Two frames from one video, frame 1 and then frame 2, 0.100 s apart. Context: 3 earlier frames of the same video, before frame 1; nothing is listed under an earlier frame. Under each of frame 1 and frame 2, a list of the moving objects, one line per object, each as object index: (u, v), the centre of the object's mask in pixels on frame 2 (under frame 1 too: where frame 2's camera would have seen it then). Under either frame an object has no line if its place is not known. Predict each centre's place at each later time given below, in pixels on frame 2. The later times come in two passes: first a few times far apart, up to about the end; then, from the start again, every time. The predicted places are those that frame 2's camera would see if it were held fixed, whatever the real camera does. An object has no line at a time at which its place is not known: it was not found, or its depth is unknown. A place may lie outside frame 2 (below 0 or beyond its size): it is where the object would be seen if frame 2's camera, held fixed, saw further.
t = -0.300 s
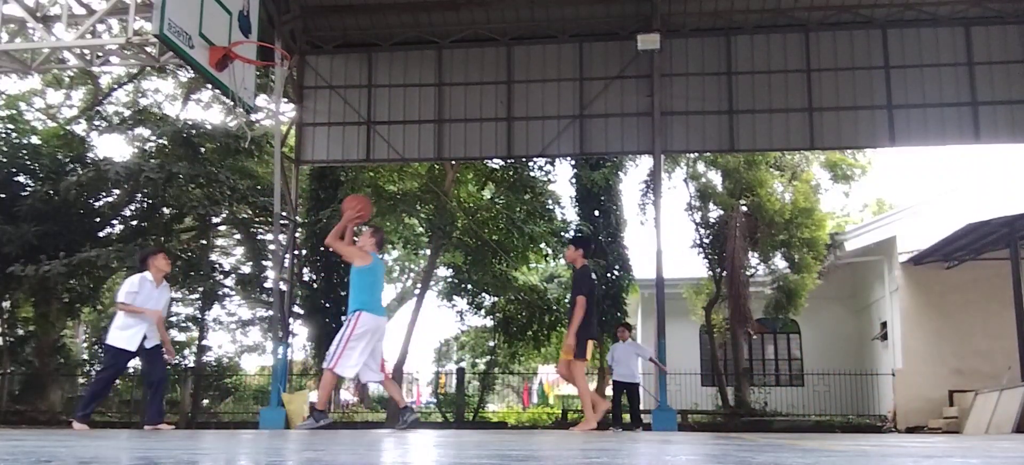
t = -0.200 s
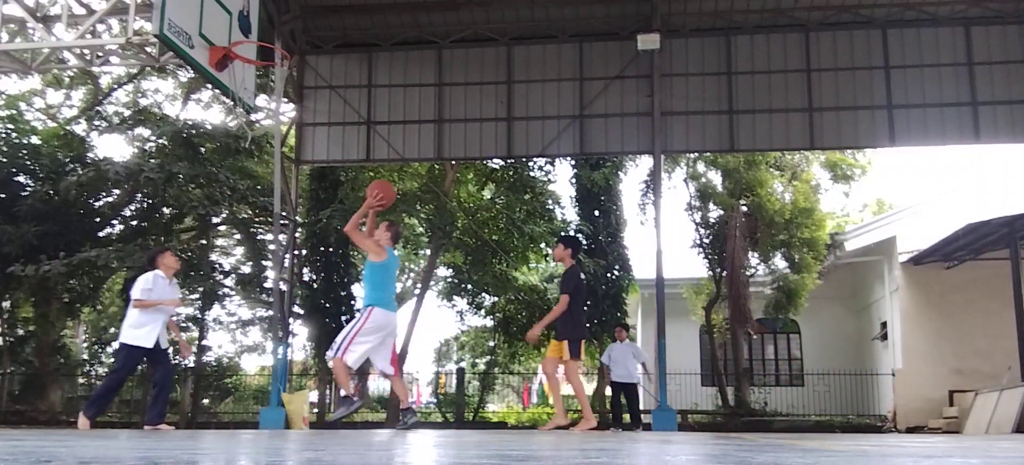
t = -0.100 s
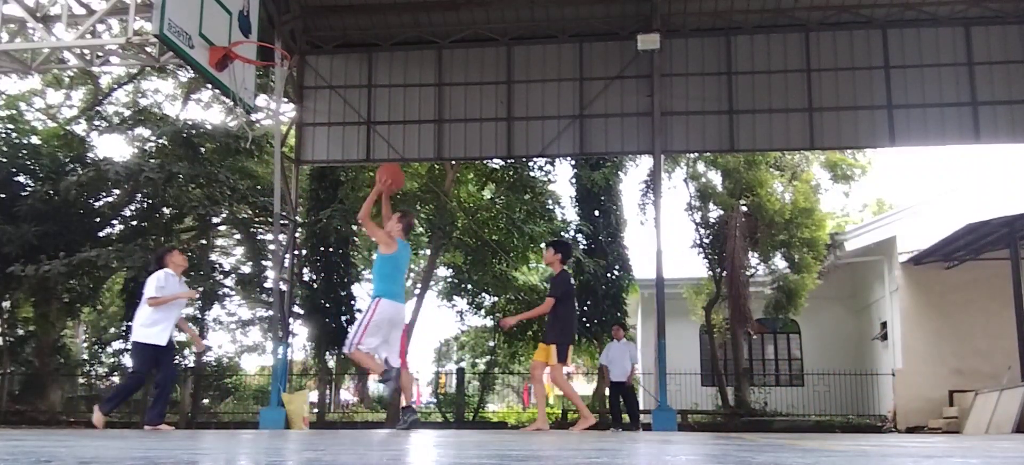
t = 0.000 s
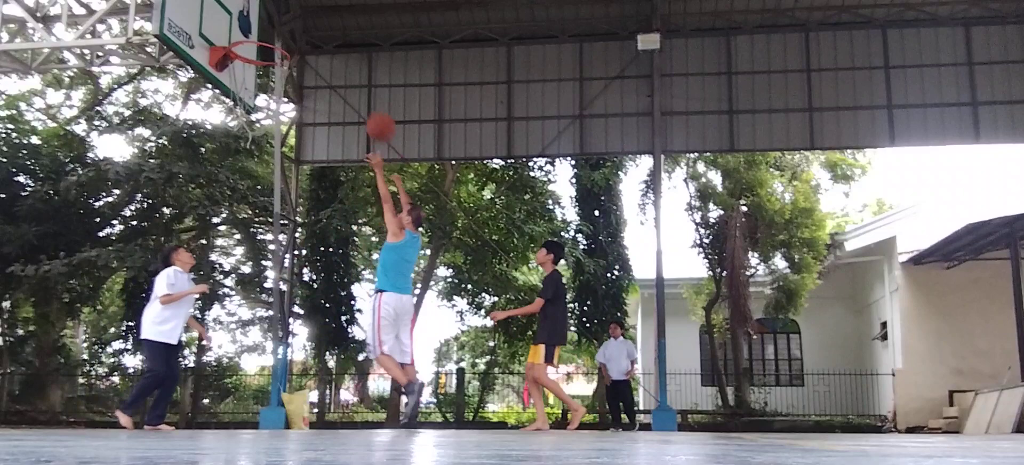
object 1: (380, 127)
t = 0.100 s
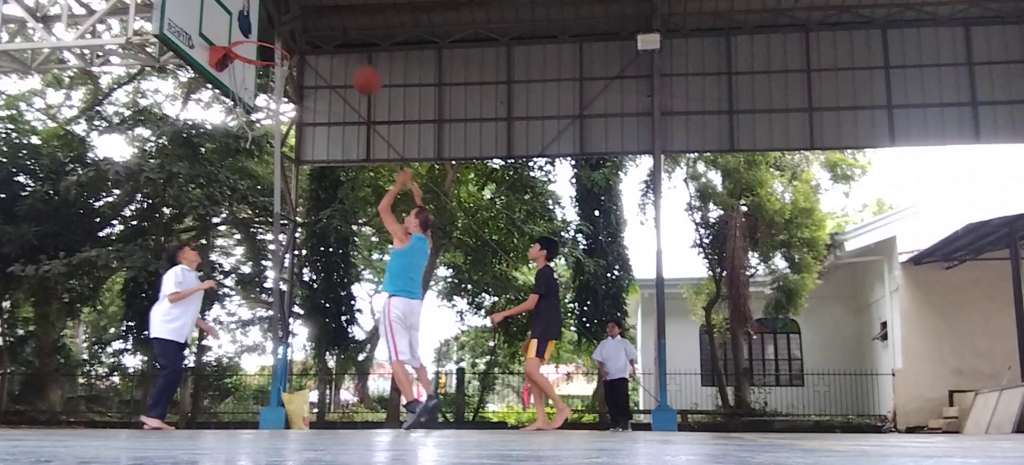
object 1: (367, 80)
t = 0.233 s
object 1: (348, 37)
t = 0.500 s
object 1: (309, 11)
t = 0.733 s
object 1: (271, 50)
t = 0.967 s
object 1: (240, 127)
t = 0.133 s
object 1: (362, 68)
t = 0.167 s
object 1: (357, 56)
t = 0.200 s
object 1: (353, 46)
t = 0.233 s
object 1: (348, 37)
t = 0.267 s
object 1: (343, 29)
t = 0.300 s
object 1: (339, 23)
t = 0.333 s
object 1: (334, 18)
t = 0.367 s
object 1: (329, 14)
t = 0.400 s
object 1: (324, 12)
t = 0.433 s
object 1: (319, 11)
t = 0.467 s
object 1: (314, 11)
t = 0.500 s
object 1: (309, 11)
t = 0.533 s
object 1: (304, 13)
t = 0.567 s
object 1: (298, 15)
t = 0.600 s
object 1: (293, 20)
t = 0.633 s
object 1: (288, 25)
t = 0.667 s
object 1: (283, 32)
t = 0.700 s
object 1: (278, 38)
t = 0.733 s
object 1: (271, 50)
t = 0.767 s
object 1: (265, 61)
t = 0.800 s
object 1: (261, 73)
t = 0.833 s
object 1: (255, 86)
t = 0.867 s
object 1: (248, 101)
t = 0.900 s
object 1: (245, 114)
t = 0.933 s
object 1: (239, 122)
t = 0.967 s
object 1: (240, 127)
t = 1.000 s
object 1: (240, 130)
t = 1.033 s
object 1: (239, 137)
